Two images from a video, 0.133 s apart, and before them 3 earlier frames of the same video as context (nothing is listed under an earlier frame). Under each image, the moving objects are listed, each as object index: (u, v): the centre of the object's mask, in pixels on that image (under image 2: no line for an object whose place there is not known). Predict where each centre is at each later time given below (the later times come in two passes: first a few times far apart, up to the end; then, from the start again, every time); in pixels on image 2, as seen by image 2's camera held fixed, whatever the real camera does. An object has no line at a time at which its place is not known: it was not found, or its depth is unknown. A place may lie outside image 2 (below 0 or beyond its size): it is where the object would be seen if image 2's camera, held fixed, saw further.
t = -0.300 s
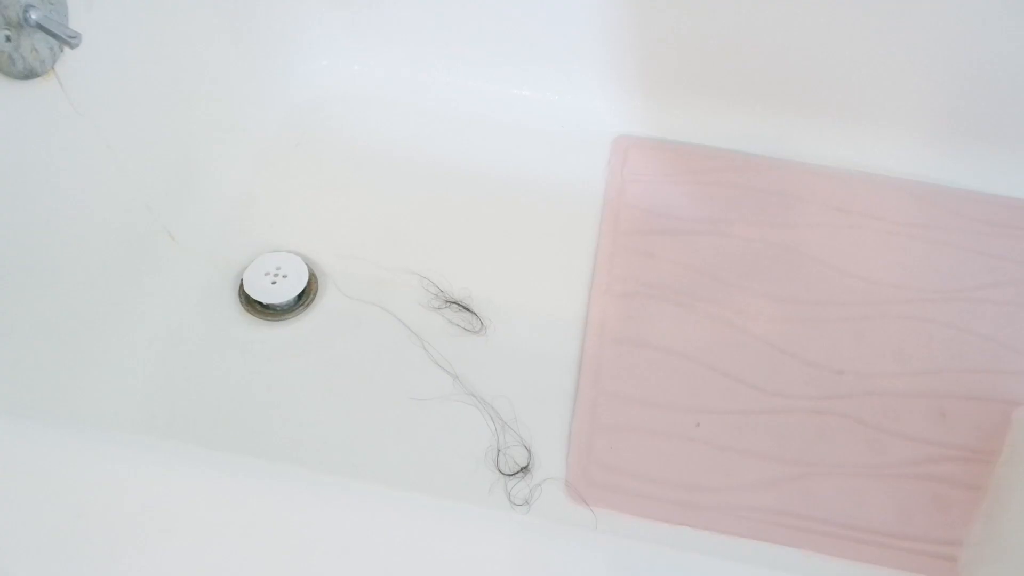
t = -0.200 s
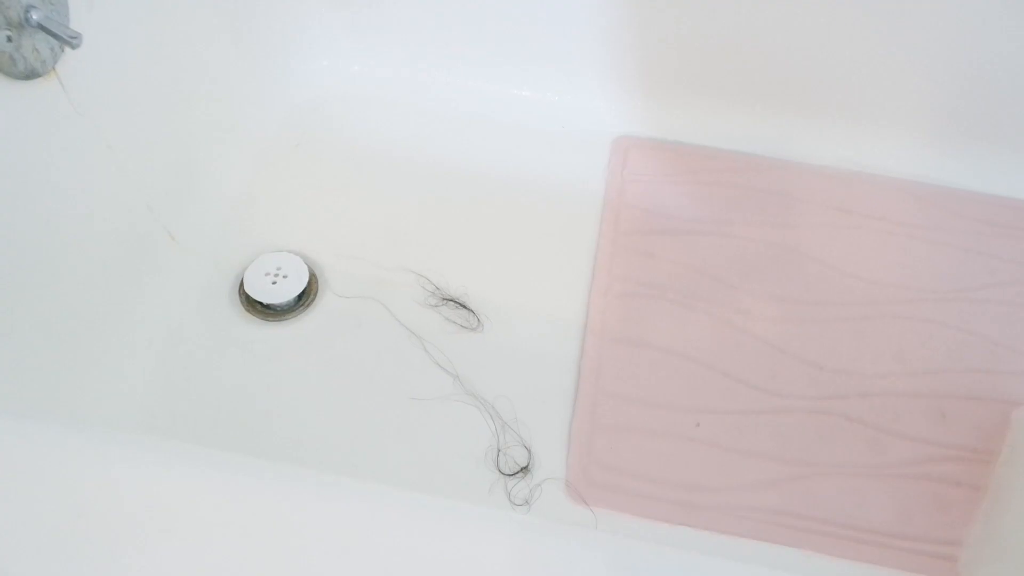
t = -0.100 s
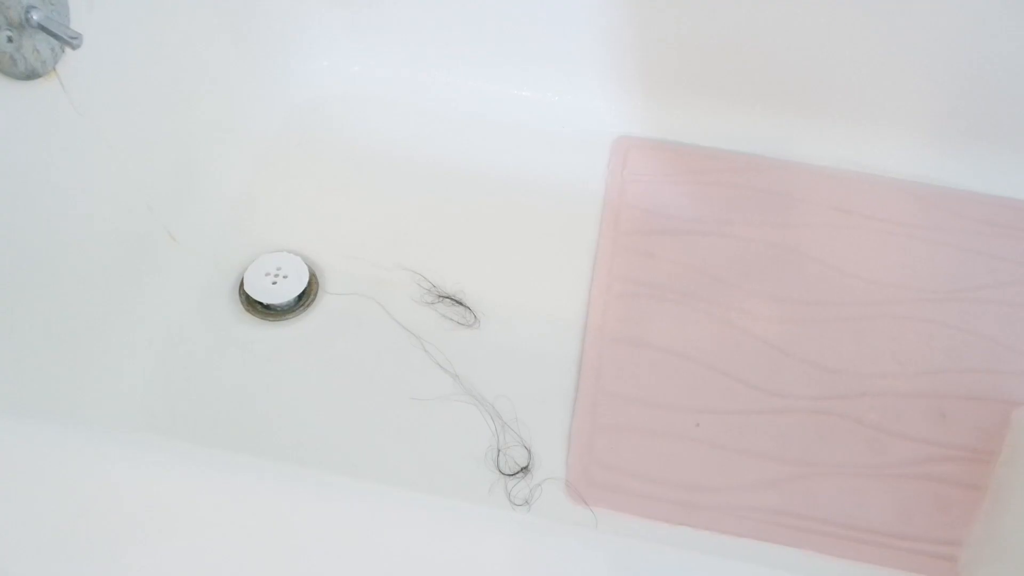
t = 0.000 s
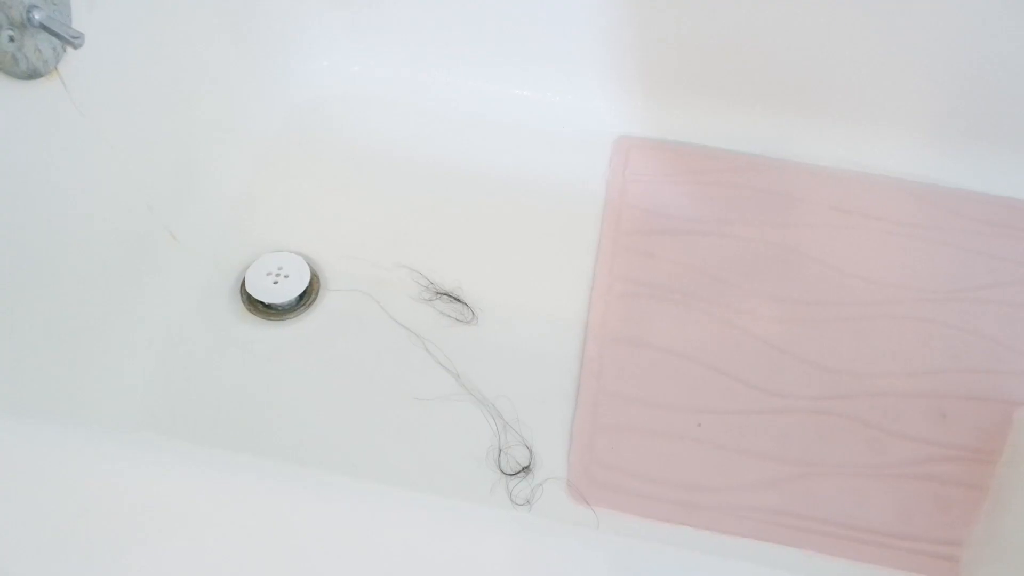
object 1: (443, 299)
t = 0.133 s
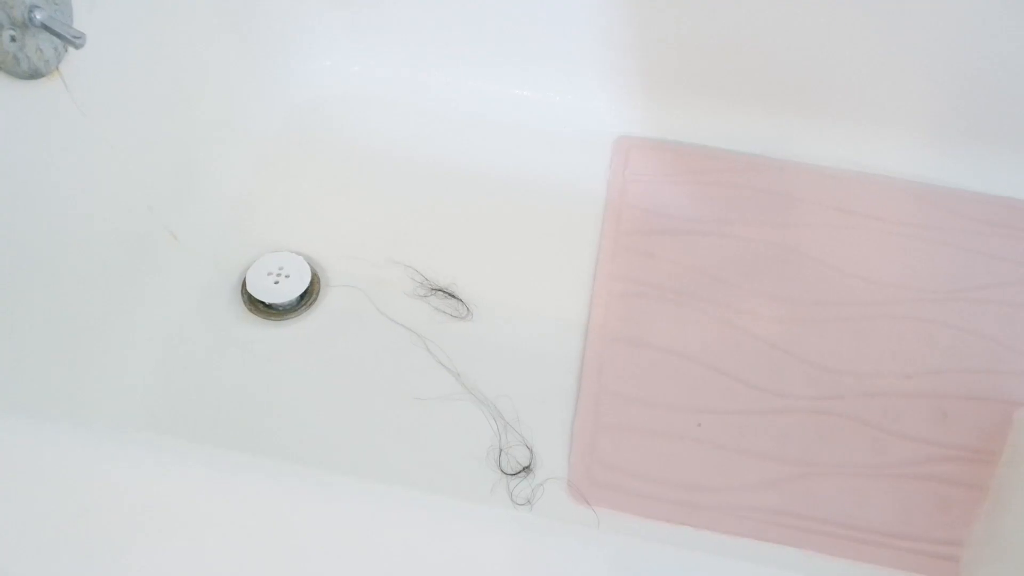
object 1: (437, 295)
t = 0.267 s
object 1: (429, 290)
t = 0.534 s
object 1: (411, 281)
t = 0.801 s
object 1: (393, 271)
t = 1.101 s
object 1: (369, 262)
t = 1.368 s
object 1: (351, 258)
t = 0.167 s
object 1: (436, 294)
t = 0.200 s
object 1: (435, 293)
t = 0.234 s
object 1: (431, 292)
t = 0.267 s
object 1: (429, 290)
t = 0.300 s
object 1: (429, 290)
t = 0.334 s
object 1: (426, 288)
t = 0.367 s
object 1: (424, 287)
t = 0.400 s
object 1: (421, 286)
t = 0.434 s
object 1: (419, 285)
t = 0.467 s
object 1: (417, 283)
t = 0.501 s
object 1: (414, 282)
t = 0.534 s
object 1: (411, 281)
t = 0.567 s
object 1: (410, 280)
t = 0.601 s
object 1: (408, 279)
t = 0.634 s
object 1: (405, 277)
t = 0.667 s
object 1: (403, 276)
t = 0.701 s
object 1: (400, 275)
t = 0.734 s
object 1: (397, 274)
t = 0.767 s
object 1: (395, 272)
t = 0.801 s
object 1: (393, 271)
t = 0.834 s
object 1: (390, 270)
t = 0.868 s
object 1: (387, 269)
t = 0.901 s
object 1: (385, 268)
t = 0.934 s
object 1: (383, 267)
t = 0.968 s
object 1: (381, 266)
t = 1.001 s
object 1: (379, 265)
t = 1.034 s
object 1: (377, 264)
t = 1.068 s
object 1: (373, 263)
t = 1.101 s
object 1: (369, 262)
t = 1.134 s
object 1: (366, 261)
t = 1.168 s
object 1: (366, 261)
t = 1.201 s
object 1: (364, 260)
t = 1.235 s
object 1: (359, 260)
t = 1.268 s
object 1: (359, 259)
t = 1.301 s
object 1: (357, 259)
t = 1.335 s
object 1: (355, 259)
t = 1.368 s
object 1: (351, 258)
